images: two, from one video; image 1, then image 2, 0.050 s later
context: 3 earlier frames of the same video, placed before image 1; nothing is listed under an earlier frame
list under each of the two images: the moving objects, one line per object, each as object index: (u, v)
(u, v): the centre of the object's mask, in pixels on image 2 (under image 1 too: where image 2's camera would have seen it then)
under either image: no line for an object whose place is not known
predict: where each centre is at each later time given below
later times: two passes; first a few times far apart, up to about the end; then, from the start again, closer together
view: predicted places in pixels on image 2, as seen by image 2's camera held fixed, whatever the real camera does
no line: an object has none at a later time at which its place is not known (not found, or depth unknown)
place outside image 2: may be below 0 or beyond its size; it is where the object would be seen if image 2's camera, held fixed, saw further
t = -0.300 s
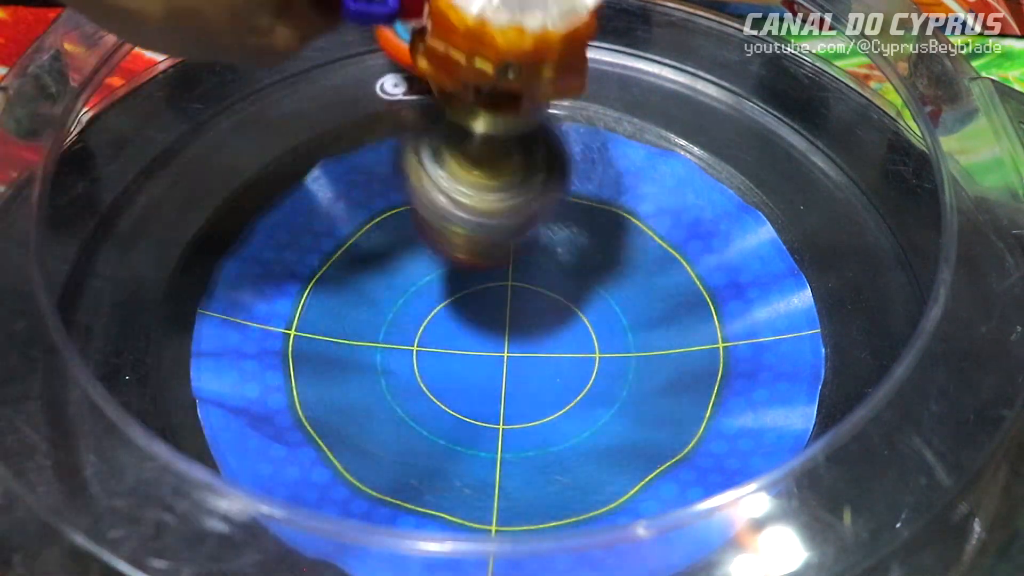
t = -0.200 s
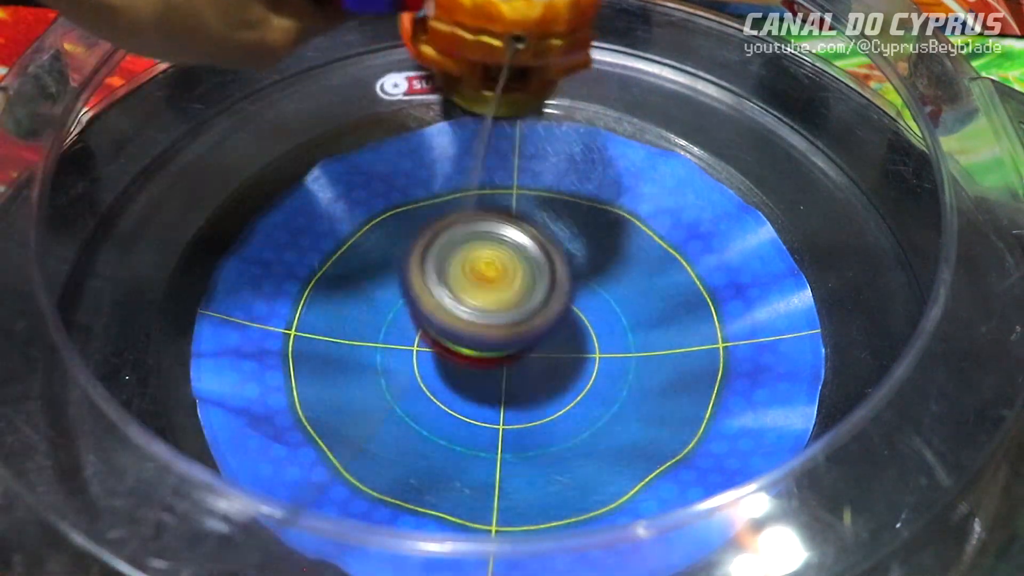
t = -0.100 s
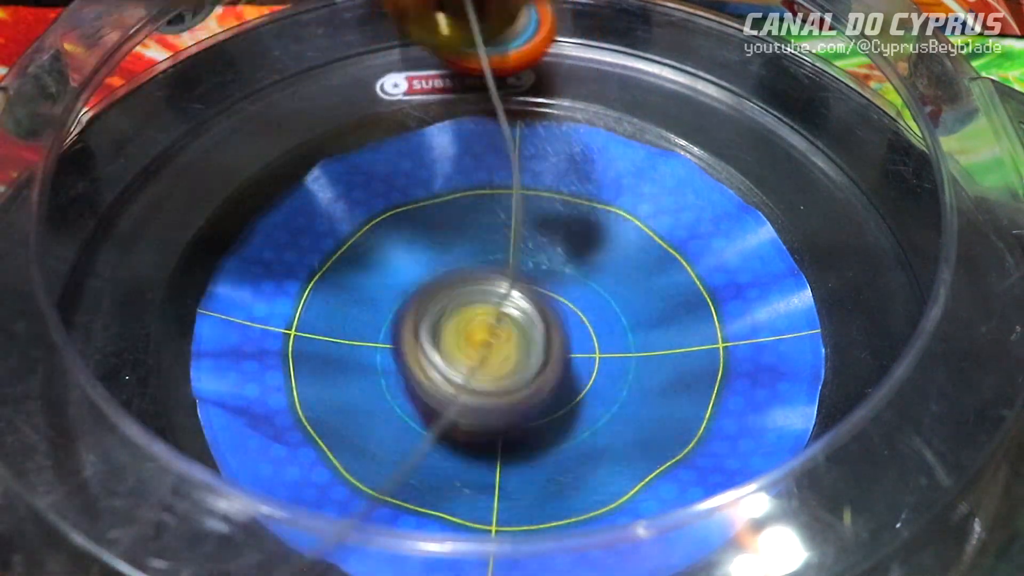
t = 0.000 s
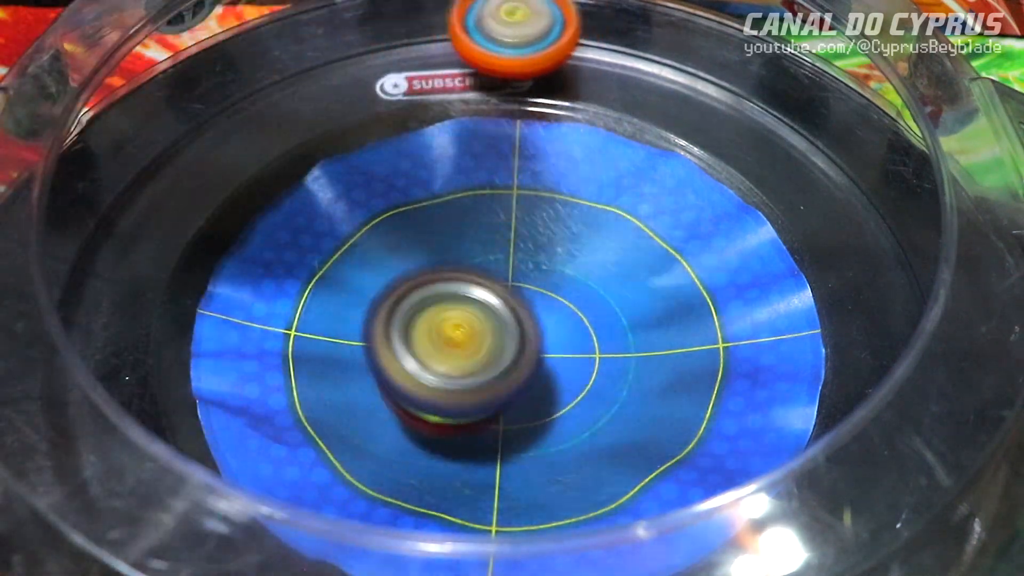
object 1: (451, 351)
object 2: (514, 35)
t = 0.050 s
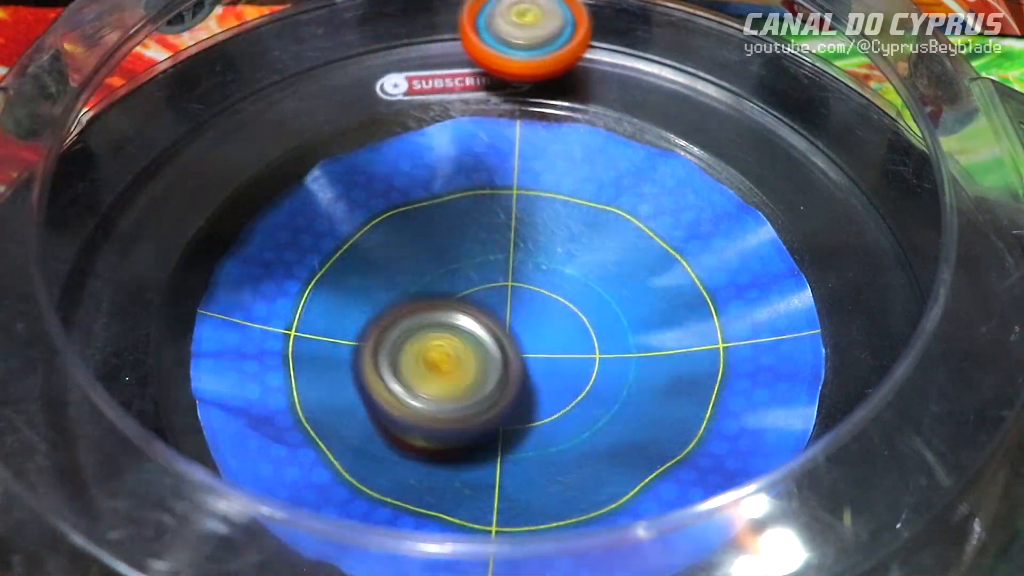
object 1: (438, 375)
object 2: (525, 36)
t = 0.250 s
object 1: (420, 288)
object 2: (564, 42)
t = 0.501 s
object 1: (520, 318)
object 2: (600, 62)
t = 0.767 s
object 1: (467, 388)
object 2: (598, 115)
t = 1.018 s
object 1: (392, 343)
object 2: (475, 197)
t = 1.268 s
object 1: (437, 397)
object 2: (428, 266)
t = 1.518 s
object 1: (490, 465)
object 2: (474, 283)
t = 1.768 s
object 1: (404, 369)
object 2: (531, 286)
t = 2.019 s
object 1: (398, 293)
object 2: (544, 246)
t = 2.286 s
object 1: (400, 369)
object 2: (515, 237)
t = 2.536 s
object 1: (396, 439)
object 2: (525, 240)
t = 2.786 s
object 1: (350, 430)
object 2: (498, 275)
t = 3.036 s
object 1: (392, 358)
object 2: (567, 301)
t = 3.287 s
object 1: (446, 363)
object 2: (583, 272)
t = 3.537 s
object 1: (462, 383)
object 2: (552, 272)
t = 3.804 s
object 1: (406, 358)
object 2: (536, 291)
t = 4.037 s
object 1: (410, 326)
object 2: (571, 301)
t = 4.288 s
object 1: (420, 301)
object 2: (585, 304)
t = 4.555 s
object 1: (416, 291)
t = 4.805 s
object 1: (423, 280)
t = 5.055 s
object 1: (441, 267)
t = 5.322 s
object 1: (469, 257)
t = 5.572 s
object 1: (455, 249)
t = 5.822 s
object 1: (522, 254)
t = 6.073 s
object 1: (528, 272)
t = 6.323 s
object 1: (552, 276)
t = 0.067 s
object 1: (434, 360)
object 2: (529, 37)
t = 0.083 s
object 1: (428, 344)
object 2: (532, 37)
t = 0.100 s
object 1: (424, 334)
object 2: (536, 37)
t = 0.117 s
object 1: (421, 328)
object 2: (539, 37)
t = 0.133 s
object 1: (417, 330)
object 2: (543, 38)
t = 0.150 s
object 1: (414, 329)
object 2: (546, 38)
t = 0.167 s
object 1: (411, 318)
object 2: (549, 39)
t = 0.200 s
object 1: (410, 307)
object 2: (556, 40)
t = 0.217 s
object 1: (412, 299)
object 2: (558, 41)
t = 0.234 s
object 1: (415, 294)
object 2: (561, 42)
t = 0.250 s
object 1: (420, 288)
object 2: (564, 42)
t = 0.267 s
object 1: (423, 285)
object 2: (567, 43)
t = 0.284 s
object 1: (428, 282)
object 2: (569, 44)
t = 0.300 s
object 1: (433, 280)
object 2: (572, 45)
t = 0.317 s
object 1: (440, 280)
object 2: (574, 46)
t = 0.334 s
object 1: (446, 278)
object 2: (577, 47)
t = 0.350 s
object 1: (454, 280)
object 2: (579, 48)
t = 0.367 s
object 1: (461, 280)
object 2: (581, 49)
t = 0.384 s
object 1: (468, 282)
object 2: (583, 51)
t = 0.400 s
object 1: (476, 286)
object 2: (586, 52)
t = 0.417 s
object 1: (485, 290)
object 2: (588, 54)
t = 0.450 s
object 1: (498, 297)
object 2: (593, 57)
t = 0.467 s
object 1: (506, 305)
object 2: (595, 58)
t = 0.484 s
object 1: (513, 310)
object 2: (598, 60)
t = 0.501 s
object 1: (520, 318)
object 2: (600, 62)
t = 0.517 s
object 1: (525, 323)
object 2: (603, 65)
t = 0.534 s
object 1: (530, 330)
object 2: (605, 66)
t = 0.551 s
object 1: (534, 339)
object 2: (607, 68)
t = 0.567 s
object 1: (537, 345)
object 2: (610, 70)
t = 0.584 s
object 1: (537, 353)
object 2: (612, 71)
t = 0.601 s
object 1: (538, 361)
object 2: (615, 74)
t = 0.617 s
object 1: (535, 367)
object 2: (617, 75)
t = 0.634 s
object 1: (532, 375)
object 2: (619, 77)
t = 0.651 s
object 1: (526, 378)
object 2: (621, 79)
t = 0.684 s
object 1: (513, 392)
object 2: (622, 84)
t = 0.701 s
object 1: (502, 389)
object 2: (621, 89)
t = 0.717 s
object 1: (494, 391)
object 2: (617, 94)
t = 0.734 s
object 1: (483, 398)
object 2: (611, 101)
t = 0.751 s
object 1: (476, 394)
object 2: (605, 107)
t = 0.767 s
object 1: (467, 388)
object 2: (598, 115)
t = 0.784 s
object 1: (457, 387)
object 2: (590, 121)
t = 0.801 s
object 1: (449, 385)
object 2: (581, 130)
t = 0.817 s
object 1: (442, 378)
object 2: (570, 139)
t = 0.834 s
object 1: (437, 373)
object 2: (559, 147)
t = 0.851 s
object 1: (432, 365)
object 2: (548, 157)
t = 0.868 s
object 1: (428, 356)
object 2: (536, 166)
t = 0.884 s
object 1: (426, 347)
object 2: (525, 175)
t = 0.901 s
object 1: (424, 337)
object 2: (513, 185)
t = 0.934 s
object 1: (422, 315)
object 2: (492, 202)
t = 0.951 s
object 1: (417, 314)
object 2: (486, 205)
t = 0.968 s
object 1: (409, 321)
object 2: (483, 201)
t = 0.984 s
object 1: (401, 330)
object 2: (481, 198)
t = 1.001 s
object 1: (395, 336)
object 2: (478, 196)
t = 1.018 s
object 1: (392, 343)
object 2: (475, 197)
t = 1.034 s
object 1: (391, 349)
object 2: (470, 199)
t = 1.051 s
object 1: (393, 352)
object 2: (464, 203)
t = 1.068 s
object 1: (395, 356)
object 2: (458, 207)
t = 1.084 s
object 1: (398, 358)
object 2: (453, 214)
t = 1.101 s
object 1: (401, 358)
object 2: (447, 221)
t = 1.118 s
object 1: (405, 359)
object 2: (442, 228)
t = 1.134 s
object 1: (407, 359)
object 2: (437, 235)
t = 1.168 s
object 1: (414, 363)
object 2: (431, 242)
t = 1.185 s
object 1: (416, 372)
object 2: (430, 244)
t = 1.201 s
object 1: (421, 377)
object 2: (429, 246)
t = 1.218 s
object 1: (424, 385)
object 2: (429, 249)
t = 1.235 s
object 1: (429, 388)
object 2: (429, 254)
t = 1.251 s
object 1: (433, 392)
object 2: (428, 259)
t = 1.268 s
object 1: (437, 397)
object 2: (428, 266)
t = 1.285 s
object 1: (442, 399)
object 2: (428, 271)
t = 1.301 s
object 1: (446, 402)
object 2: (428, 277)
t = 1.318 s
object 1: (450, 400)
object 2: (429, 283)
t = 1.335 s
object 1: (455, 397)
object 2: (431, 285)
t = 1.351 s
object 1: (463, 410)
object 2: (434, 291)
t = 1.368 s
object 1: (470, 419)
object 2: (438, 290)
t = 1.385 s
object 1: (477, 431)
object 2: (443, 287)
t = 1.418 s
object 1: (485, 445)
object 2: (452, 279)
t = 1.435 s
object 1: (491, 453)
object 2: (457, 277)
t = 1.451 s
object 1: (492, 457)
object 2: (462, 276)
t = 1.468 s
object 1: (494, 460)
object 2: (466, 276)
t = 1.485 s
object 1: (493, 462)
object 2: (469, 278)
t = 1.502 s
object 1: (492, 464)
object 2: (471, 280)
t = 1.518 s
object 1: (490, 465)
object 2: (474, 283)
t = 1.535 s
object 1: (487, 463)
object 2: (475, 285)
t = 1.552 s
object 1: (483, 464)
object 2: (478, 288)
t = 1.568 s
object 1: (478, 464)
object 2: (481, 291)
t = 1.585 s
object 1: (470, 457)
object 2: (484, 293)
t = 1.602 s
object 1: (464, 455)
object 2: (487, 294)
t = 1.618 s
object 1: (460, 454)
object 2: (491, 296)
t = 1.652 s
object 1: (447, 430)
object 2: (499, 297)
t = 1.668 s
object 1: (440, 424)
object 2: (504, 297)
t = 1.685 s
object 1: (437, 418)
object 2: (508, 297)
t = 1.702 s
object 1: (433, 405)
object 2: (512, 295)
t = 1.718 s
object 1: (429, 394)
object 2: (517, 294)
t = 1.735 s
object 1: (422, 382)
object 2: (522, 291)
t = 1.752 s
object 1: (412, 375)
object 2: (527, 289)
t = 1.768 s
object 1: (404, 369)
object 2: (531, 286)
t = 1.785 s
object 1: (399, 362)
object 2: (535, 283)
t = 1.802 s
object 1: (396, 353)
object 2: (538, 280)
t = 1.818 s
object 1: (395, 346)
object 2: (539, 278)
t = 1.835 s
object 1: (393, 336)
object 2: (541, 275)
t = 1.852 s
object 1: (393, 331)
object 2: (542, 272)
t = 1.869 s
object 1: (395, 322)
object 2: (543, 270)
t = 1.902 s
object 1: (400, 306)
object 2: (545, 265)
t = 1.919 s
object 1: (393, 304)
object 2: (546, 261)
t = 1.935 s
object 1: (388, 305)
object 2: (550, 258)
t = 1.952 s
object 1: (387, 302)
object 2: (552, 255)
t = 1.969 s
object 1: (386, 299)
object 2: (551, 252)
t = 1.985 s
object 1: (389, 296)
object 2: (550, 250)
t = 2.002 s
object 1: (393, 295)
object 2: (547, 249)
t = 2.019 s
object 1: (398, 293)
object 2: (544, 246)
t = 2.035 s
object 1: (402, 289)
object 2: (542, 244)
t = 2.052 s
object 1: (399, 289)
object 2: (543, 240)
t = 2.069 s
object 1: (395, 294)
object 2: (544, 238)
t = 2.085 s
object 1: (392, 305)
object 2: (544, 236)
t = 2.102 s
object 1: (390, 308)
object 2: (542, 235)
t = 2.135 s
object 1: (390, 315)
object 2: (534, 236)
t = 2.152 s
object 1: (391, 317)
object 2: (529, 237)
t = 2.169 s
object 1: (396, 319)
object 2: (524, 238)
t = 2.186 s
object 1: (402, 322)
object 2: (520, 240)
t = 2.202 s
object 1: (408, 327)
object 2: (516, 241)
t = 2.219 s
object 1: (407, 335)
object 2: (516, 240)
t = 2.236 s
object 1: (403, 344)
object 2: (517, 237)
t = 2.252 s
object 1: (401, 353)
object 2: (518, 236)
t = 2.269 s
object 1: (400, 362)
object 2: (517, 236)
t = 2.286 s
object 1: (400, 369)
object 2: (515, 237)
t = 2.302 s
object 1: (399, 374)
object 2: (512, 239)
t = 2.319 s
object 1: (401, 379)
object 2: (508, 241)
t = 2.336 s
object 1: (403, 382)
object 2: (505, 244)
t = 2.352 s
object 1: (406, 385)
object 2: (501, 247)
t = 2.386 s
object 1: (416, 384)
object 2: (496, 256)
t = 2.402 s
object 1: (421, 383)
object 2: (494, 260)
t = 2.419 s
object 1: (425, 382)
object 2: (493, 263)
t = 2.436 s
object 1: (429, 380)
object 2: (494, 266)
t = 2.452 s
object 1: (433, 378)
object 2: (496, 270)
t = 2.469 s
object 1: (428, 390)
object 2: (499, 268)
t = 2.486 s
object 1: (418, 405)
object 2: (507, 260)
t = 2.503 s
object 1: (410, 417)
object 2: (514, 252)
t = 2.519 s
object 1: (402, 428)
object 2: (520, 246)
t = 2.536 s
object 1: (396, 439)
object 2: (525, 240)
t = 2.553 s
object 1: (389, 442)
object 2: (527, 237)
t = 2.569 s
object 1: (382, 447)
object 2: (528, 236)
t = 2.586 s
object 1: (378, 451)
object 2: (528, 235)
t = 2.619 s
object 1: (370, 455)
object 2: (524, 238)
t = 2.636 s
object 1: (365, 455)
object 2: (521, 240)
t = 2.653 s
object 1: (362, 455)
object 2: (517, 243)
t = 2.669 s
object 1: (359, 454)
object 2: (514, 246)
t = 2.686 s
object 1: (356, 452)
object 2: (511, 249)
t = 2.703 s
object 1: (354, 450)
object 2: (507, 252)
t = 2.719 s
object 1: (351, 447)
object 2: (505, 256)
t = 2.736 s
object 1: (350, 444)
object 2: (502, 261)
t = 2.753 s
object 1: (350, 440)
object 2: (501, 265)
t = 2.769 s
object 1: (349, 436)
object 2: (499, 270)
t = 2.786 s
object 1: (350, 430)
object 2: (498, 275)
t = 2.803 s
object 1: (353, 424)
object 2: (498, 280)
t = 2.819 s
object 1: (355, 415)
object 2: (498, 284)
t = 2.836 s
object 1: (359, 407)
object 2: (498, 289)
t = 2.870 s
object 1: (369, 389)
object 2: (502, 298)
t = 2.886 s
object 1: (376, 381)
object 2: (506, 302)
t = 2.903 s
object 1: (385, 373)
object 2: (511, 305)
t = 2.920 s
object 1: (385, 366)
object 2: (519, 305)
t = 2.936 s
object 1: (380, 365)
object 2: (527, 303)
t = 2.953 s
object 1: (377, 365)
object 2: (538, 303)
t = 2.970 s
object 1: (377, 363)
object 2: (547, 302)
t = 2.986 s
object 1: (377, 363)
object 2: (555, 301)
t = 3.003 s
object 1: (381, 362)
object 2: (560, 301)
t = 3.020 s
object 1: (386, 360)
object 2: (565, 301)
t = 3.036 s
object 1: (392, 358)
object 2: (567, 301)
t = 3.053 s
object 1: (399, 356)
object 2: (569, 300)
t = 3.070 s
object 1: (405, 353)
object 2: (570, 299)
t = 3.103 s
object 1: (420, 347)
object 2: (572, 297)
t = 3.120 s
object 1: (417, 347)
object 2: (579, 291)
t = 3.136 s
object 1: (414, 348)
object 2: (587, 286)
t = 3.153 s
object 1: (412, 348)
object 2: (591, 282)
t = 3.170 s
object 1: (411, 349)
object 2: (593, 279)
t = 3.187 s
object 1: (414, 350)
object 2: (594, 277)
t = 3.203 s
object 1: (416, 351)
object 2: (593, 275)
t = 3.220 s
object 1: (420, 353)
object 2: (591, 275)
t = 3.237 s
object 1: (425, 355)
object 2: (589, 274)
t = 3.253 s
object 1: (432, 358)
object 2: (587, 273)
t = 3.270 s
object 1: (438, 360)
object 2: (585, 273)
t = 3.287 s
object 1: (446, 363)
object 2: (583, 272)
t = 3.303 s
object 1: (453, 365)
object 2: (580, 272)
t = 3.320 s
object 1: (461, 368)
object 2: (578, 271)
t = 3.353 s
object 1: (476, 371)
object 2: (574, 270)
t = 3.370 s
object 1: (478, 375)
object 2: (574, 268)
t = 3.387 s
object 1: (478, 380)
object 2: (574, 266)
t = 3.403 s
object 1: (477, 382)
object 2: (573, 265)
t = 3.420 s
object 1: (476, 387)
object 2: (571, 265)
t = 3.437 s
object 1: (474, 387)
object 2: (568, 265)
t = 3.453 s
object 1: (472, 389)
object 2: (565, 266)
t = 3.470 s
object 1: (470, 390)
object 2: (562, 267)
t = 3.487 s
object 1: (469, 391)
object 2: (559, 268)
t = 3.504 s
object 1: (467, 389)
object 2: (556, 269)
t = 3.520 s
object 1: (463, 388)
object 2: (554, 271)
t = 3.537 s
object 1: (462, 383)
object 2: (552, 272)
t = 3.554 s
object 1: (459, 381)
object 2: (550, 273)
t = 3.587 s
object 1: (454, 378)
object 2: (548, 275)
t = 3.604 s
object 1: (444, 380)
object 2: (549, 273)
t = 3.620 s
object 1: (435, 383)
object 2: (550, 272)
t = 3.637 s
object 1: (428, 384)
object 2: (550, 271)
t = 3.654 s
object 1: (420, 385)
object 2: (548, 271)
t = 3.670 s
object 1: (413, 384)
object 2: (546, 272)
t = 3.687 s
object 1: (407, 383)
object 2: (543, 274)
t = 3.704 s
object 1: (403, 381)
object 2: (540, 276)
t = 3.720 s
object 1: (399, 378)
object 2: (537, 279)
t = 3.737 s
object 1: (398, 375)
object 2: (535, 282)
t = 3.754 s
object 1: (399, 372)
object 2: (533, 285)
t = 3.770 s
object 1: (402, 367)
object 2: (532, 287)
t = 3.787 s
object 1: (407, 362)
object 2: (532, 290)
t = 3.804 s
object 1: (406, 358)
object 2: (536, 291)
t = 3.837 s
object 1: (397, 357)
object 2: (546, 290)
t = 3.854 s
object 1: (395, 355)
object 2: (550, 291)
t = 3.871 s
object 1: (396, 351)
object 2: (553, 293)
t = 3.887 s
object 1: (399, 348)
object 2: (555, 296)
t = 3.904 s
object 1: (403, 345)
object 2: (556, 298)
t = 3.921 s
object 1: (408, 342)
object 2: (558, 300)
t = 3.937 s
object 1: (408, 340)
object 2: (563, 299)
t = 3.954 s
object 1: (405, 338)
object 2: (567, 299)
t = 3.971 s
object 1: (404, 336)
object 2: (571, 299)
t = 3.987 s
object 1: (404, 332)
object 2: (572, 299)
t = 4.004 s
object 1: (405, 330)
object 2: (572, 299)
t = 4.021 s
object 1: (407, 328)
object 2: (572, 300)
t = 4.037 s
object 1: (410, 326)
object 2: (571, 301)
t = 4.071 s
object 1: (410, 322)
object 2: (577, 301)
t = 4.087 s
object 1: (410, 318)
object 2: (578, 301)
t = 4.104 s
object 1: (410, 316)
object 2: (578, 301)
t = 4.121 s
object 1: (412, 314)
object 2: (578, 301)
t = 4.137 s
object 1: (414, 312)
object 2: (578, 302)
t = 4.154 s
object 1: (415, 310)
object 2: (580, 301)
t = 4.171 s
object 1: (415, 308)
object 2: (580, 302)
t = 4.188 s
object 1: (416, 307)
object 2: (581, 302)
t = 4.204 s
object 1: (418, 306)
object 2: (581, 302)
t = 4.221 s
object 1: (418, 304)
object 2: (582, 303)
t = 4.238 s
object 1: (419, 302)
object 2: (583, 303)
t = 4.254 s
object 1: (419, 301)
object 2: (584, 303)
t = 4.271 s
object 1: (420, 301)
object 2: (584, 303)
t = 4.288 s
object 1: (420, 301)
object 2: (585, 304)
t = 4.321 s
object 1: (420, 301)
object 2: (585, 304)
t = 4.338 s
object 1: (420, 300)
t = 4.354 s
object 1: (420, 299)
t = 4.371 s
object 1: (420, 299)
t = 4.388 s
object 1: (420, 297)
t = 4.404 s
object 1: (418, 295)
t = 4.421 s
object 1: (418, 293)
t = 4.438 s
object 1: (418, 292)
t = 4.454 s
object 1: (419, 291)
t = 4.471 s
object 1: (419, 290)
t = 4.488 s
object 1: (419, 290)
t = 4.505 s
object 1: (418, 290)
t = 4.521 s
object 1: (418, 291)
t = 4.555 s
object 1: (416, 291)
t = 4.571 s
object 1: (415, 290)
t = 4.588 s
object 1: (414, 288)
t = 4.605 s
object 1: (415, 285)
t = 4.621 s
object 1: (417, 283)
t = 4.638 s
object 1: (419, 281)
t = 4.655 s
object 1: (421, 278)
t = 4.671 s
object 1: (421, 276)
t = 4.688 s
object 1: (421, 274)
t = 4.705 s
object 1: (420, 273)
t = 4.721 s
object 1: (421, 273)
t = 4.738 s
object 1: (421, 273)
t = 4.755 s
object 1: (422, 274)
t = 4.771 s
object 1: (422, 276)
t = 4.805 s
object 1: (423, 280)
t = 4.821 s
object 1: (423, 281)
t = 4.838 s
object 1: (423, 281)
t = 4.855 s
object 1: (423, 281)
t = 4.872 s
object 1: (423, 280)
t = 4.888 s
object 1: (423, 279)
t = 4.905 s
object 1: (425, 277)
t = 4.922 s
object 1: (427, 277)
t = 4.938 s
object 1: (431, 275)
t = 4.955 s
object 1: (432, 273)
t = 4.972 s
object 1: (432, 271)
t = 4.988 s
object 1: (434, 269)
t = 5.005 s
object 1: (435, 268)
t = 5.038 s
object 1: (439, 267)
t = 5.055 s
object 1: (441, 267)
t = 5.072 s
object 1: (444, 267)
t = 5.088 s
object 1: (446, 268)
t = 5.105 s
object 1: (447, 268)
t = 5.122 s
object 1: (447, 268)
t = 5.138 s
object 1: (449, 268)
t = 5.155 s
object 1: (450, 268)
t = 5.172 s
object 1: (452, 266)
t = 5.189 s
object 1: (455, 265)
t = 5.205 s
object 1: (458, 264)
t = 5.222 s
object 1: (462, 264)
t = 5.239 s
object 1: (465, 262)
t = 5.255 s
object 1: (466, 261)
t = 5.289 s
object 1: (468, 260)
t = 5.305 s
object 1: (468, 259)
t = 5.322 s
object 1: (469, 257)
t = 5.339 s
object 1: (471, 254)
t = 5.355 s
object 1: (472, 254)
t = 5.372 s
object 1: (474, 254)
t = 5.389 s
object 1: (476, 254)
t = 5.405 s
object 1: (476, 254)
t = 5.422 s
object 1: (476, 254)
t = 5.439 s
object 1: (475, 254)
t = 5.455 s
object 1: (474, 255)
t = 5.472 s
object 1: (472, 255)
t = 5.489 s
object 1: (470, 257)
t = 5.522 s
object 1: (463, 257)
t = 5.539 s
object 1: (458, 254)
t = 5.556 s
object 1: (457, 252)
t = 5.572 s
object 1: (455, 249)
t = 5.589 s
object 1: (457, 248)
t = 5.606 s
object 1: (459, 247)
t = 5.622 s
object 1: (462, 245)
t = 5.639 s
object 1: (467, 244)
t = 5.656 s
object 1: (474, 245)
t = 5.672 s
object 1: (480, 245)
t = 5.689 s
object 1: (488, 248)
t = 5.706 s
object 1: (495, 250)
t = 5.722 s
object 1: (501, 252)
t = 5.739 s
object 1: (506, 254)
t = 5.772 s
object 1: (514, 251)
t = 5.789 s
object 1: (518, 252)
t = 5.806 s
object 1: (520, 253)
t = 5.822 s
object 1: (522, 254)
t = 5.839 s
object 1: (524, 255)
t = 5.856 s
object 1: (525, 256)
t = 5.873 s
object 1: (527, 257)
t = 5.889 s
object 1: (527, 260)
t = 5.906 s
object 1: (528, 259)
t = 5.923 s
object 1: (529, 258)
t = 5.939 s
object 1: (530, 257)
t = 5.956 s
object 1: (533, 258)
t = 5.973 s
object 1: (533, 259)
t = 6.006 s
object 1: (532, 263)
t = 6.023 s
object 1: (530, 266)
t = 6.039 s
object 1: (530, 268)
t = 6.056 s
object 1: (527, 270)
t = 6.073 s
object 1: (528, 272)
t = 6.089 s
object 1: (529, 272)
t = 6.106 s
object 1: (530, 272)
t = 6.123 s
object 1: (531, 274)
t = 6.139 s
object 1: (531, 274)
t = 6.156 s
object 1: (532, 275)
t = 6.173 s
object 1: (534, 276)
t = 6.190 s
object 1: (537, 276)
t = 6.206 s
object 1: (540, 276)
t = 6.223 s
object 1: (542, 276)
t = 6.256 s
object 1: (547, 276)
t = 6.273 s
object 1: (549, 276)
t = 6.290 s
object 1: (550, 276)
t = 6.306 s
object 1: (552, 277)
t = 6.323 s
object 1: (552, 276)
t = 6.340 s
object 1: (551, 275)
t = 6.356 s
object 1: (547, 275)
